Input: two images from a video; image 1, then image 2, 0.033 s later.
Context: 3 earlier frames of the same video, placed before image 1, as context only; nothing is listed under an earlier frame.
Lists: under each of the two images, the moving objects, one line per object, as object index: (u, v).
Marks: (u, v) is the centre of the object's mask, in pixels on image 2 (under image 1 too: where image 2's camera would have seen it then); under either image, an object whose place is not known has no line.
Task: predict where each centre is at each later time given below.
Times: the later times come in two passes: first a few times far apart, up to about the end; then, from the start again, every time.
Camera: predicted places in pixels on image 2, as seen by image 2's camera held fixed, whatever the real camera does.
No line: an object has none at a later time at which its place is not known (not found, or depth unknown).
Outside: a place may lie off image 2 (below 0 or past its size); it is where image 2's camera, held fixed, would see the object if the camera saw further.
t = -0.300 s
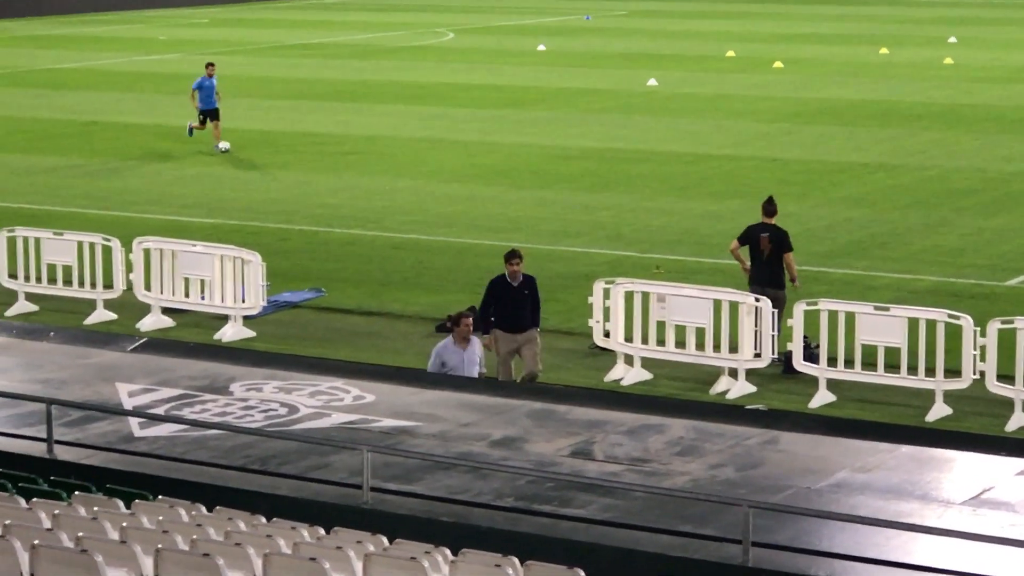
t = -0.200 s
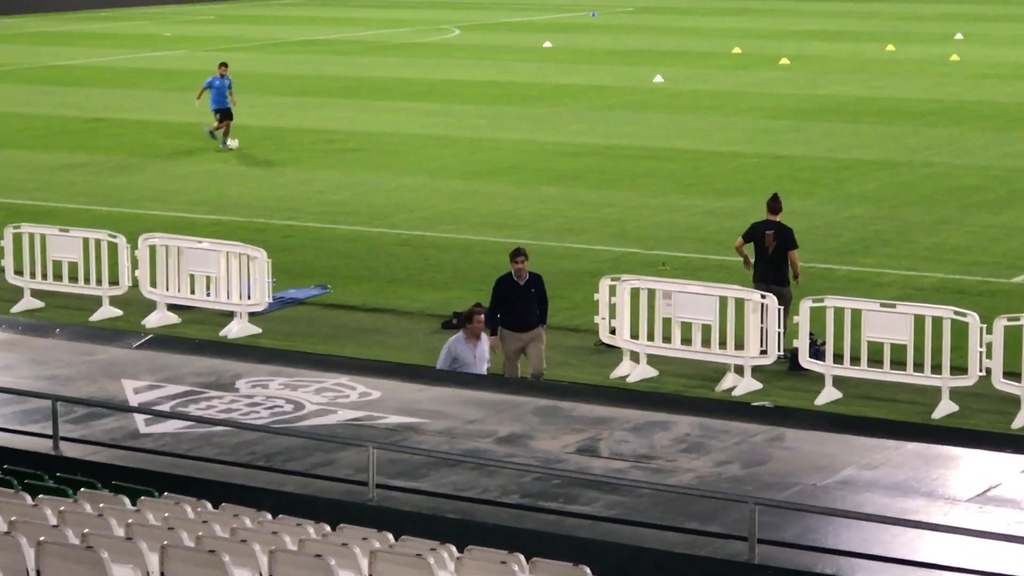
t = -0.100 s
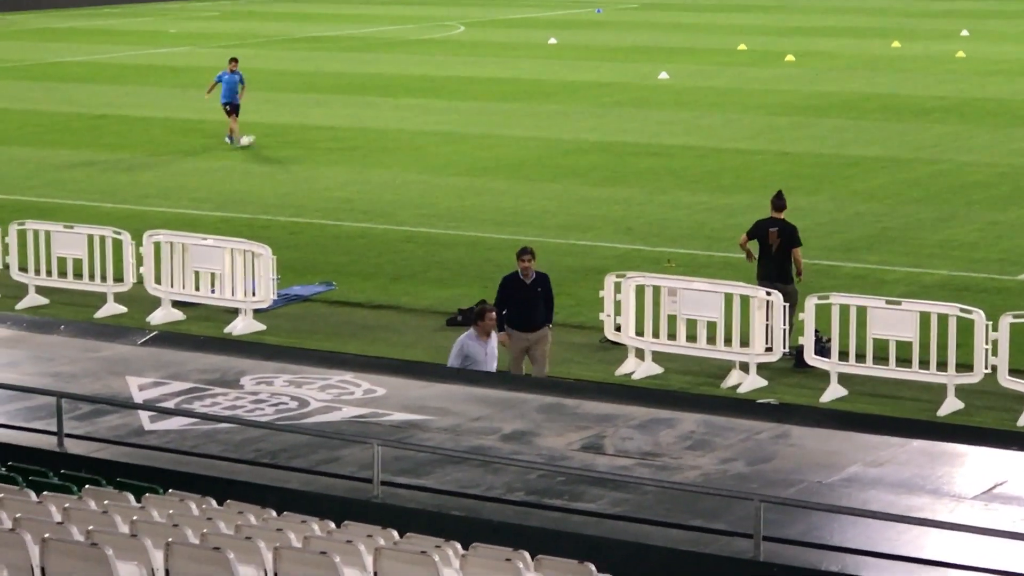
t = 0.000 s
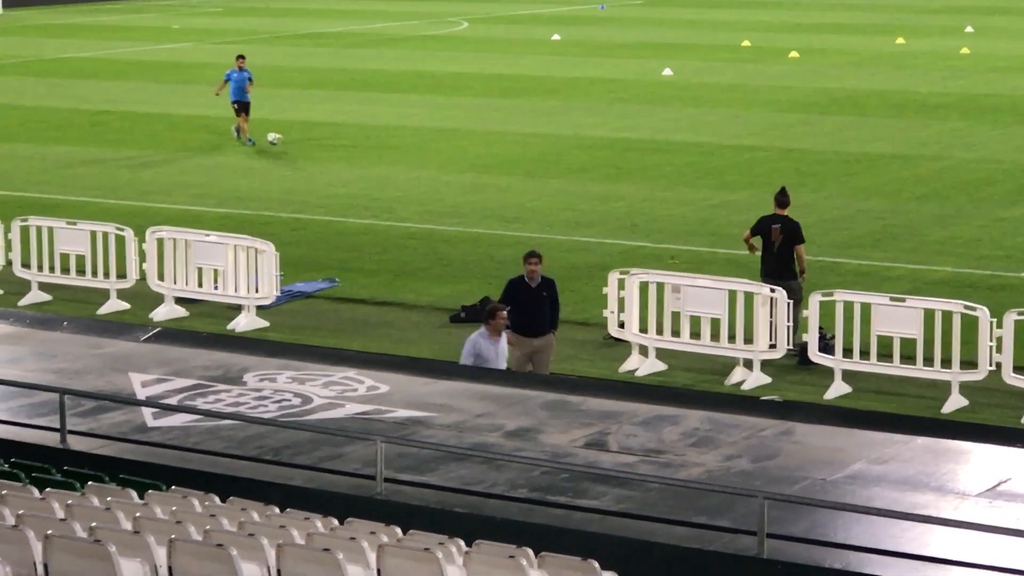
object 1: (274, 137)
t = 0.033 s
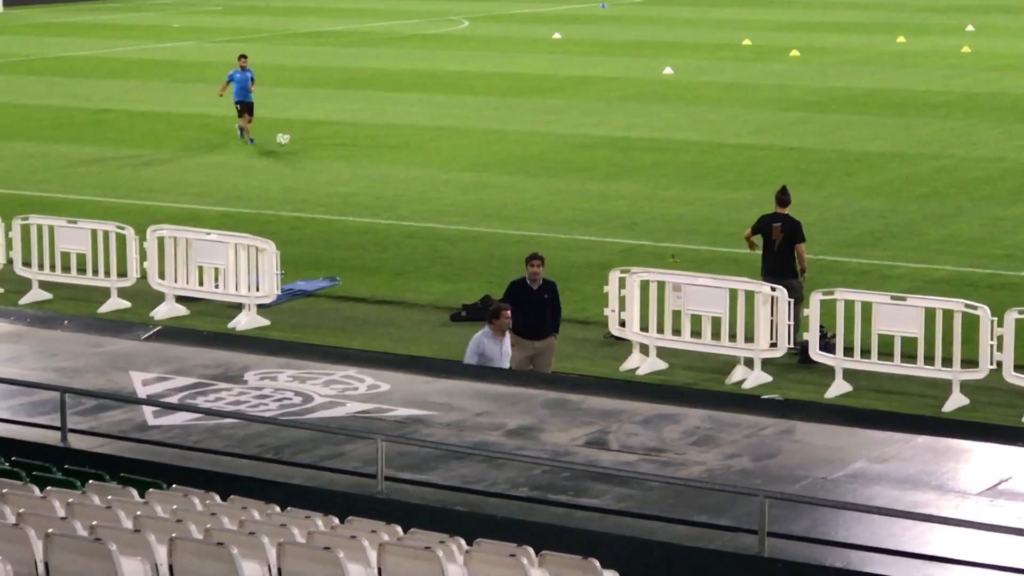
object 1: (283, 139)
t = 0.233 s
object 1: (328, 153)
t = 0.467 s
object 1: (375, 167)
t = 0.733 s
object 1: (419, 179)
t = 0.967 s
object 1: (451, 191)
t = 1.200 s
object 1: (474, 199)
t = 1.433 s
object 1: (491, 206)
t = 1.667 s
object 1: (506, 213)
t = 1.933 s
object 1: (520, 221)
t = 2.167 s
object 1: (530, 226)
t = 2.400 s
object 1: (540, 233)
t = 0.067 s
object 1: (291, 142)
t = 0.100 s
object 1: (299, 145)
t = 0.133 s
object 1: (307, 148)
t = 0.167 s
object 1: (314, 152)
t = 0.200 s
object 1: (321, 153)
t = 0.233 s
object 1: (328, 153)
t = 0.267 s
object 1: (335, 154)
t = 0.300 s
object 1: (342, 156)
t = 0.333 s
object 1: (349, 157)
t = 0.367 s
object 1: (355, 160)
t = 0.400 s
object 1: (362, 164)
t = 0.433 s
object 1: (369, 167)
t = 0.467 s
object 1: (375, 167)
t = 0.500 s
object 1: (380, 168)
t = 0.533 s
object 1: (387, 170)
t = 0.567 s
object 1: (392, 171)
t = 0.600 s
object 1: (398, 173)
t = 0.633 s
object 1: (404, 176)
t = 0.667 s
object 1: (409, 177)
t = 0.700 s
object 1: (414, 178)
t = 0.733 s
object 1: (419, 179)
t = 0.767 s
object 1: (424, 182)
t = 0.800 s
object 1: (429, 184)
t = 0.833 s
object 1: (434, 185)
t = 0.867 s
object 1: (438, 186)
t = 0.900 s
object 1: (443, 187)
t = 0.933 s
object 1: (447, 189)
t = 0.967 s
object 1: (451, 191)
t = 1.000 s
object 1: (456, 192)
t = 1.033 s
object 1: (459, 193)
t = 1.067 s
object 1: (463, 194)
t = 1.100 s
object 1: (466, 195)
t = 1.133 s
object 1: (469, 196)
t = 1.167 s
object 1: (472, 198)
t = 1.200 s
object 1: (474, 199)
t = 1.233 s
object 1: (477, 200)
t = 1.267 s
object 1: (480, 201)
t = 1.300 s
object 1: (482, 202)
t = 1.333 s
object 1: (485, 203)
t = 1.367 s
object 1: (487, 204)
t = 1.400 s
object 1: (489, 205)
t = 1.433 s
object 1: (491, 206)
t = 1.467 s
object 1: (493, 207)
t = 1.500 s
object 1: (496, 208)
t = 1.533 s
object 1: (498, 209)
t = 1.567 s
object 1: (500, 210)
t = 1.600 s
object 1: (502, 211)
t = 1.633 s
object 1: (504, 212)
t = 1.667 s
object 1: (506, 213)
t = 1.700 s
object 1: (508, 213)
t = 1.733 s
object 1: (509, 215)
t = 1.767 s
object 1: (511, 216)
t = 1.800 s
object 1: (513, 216)
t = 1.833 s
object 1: (515, 217)
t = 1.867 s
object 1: (517, 218)
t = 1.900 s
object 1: (518, 219)
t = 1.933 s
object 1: (520, 221)
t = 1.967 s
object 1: (521, 221)
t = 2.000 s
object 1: (523, 222)
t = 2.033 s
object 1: (524, 223)
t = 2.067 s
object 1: (526, 224)
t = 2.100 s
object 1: (527, 225)
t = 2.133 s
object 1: (528, 226)
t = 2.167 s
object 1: (530, 226)
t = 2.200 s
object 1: (531, 227)
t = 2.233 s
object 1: (532, 229)
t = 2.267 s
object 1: (534, 230)
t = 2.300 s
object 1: (536, 230)
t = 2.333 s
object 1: (537, 230)
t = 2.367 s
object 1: (539, 231)
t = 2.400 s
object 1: (540, 233)
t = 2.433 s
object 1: (542, 233)
